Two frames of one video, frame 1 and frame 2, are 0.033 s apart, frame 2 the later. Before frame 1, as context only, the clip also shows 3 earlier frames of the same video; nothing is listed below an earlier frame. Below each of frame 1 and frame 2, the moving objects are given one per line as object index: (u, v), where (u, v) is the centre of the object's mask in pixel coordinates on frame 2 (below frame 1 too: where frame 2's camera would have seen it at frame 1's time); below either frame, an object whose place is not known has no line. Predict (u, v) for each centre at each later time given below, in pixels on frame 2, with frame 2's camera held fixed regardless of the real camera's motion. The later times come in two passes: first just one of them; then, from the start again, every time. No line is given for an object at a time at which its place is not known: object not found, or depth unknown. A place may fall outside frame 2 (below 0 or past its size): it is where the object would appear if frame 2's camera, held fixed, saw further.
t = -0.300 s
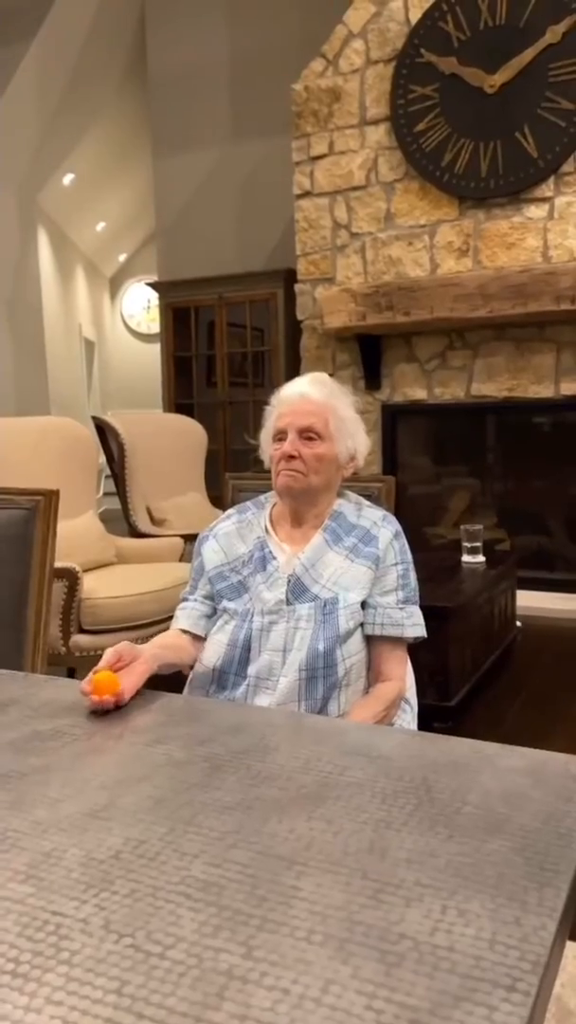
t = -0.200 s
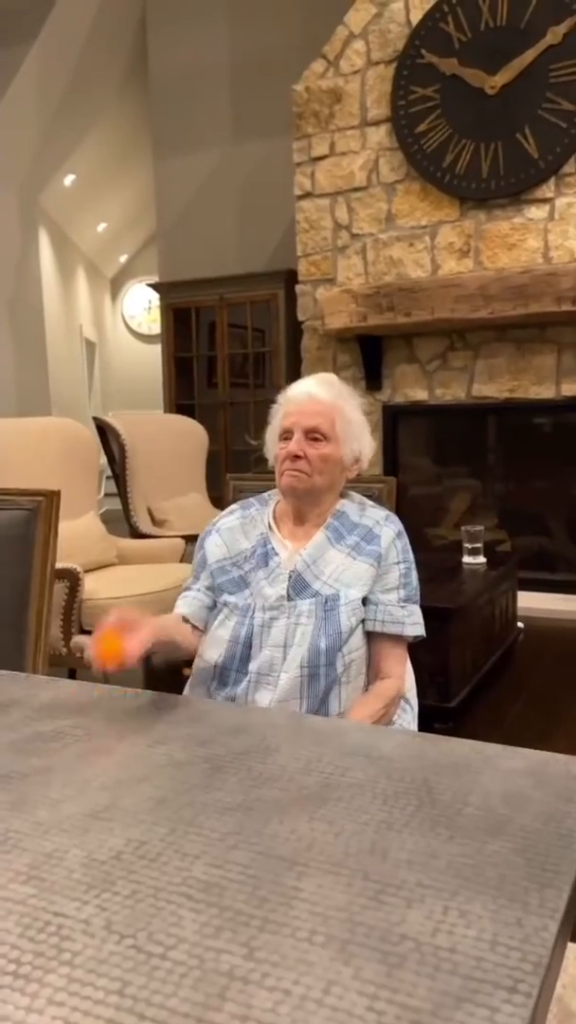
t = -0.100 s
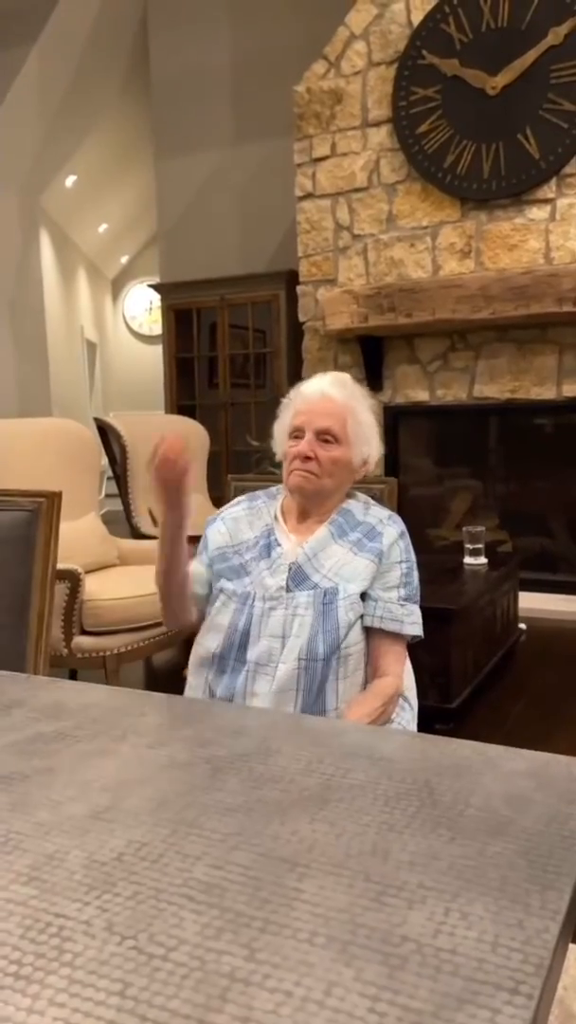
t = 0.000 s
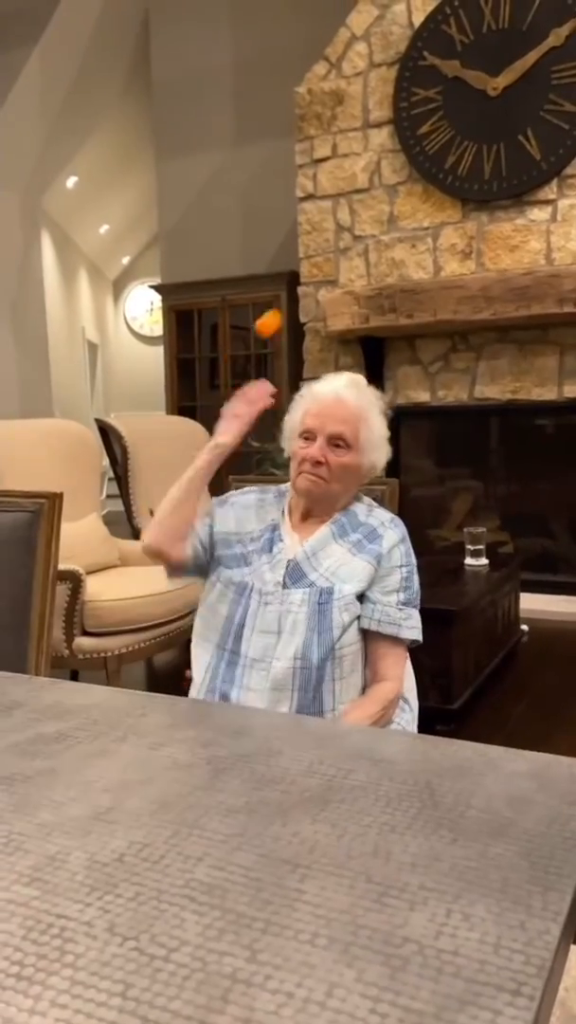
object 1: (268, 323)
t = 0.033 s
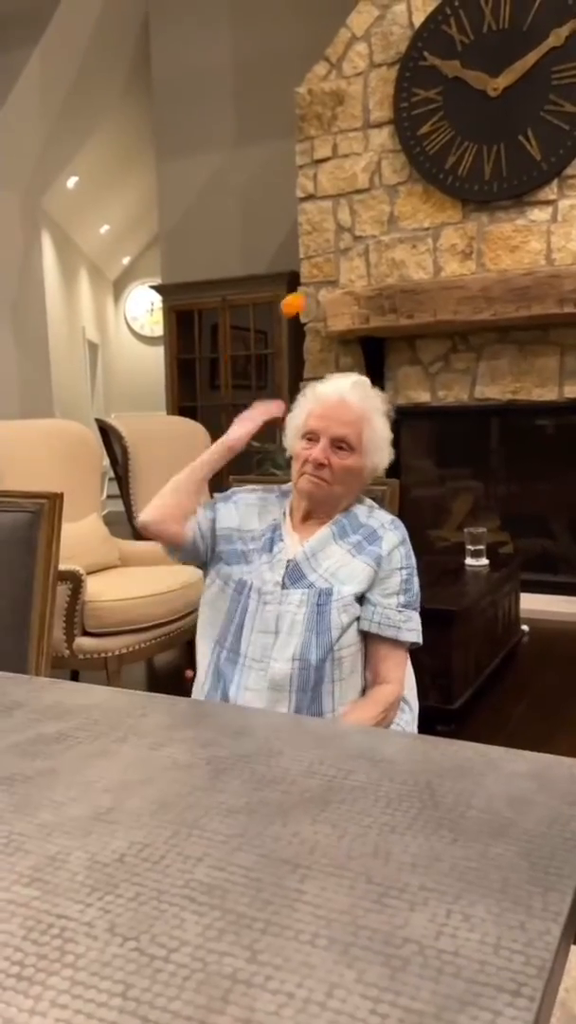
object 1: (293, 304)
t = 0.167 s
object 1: (364, 285)
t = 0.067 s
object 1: (315, 291)
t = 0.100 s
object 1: (332, 284)
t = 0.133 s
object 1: (349, 283)
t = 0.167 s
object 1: (364, 285)
